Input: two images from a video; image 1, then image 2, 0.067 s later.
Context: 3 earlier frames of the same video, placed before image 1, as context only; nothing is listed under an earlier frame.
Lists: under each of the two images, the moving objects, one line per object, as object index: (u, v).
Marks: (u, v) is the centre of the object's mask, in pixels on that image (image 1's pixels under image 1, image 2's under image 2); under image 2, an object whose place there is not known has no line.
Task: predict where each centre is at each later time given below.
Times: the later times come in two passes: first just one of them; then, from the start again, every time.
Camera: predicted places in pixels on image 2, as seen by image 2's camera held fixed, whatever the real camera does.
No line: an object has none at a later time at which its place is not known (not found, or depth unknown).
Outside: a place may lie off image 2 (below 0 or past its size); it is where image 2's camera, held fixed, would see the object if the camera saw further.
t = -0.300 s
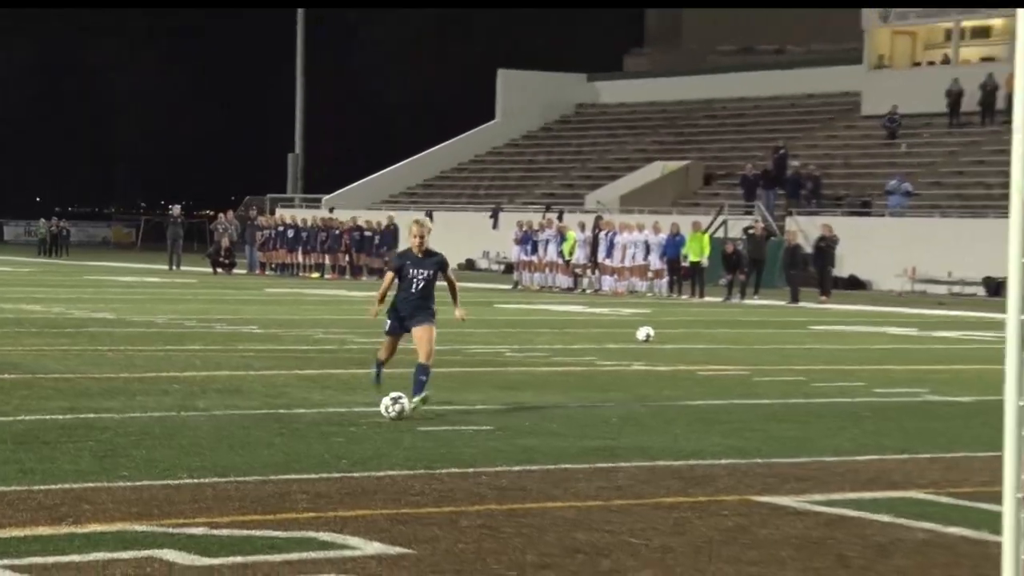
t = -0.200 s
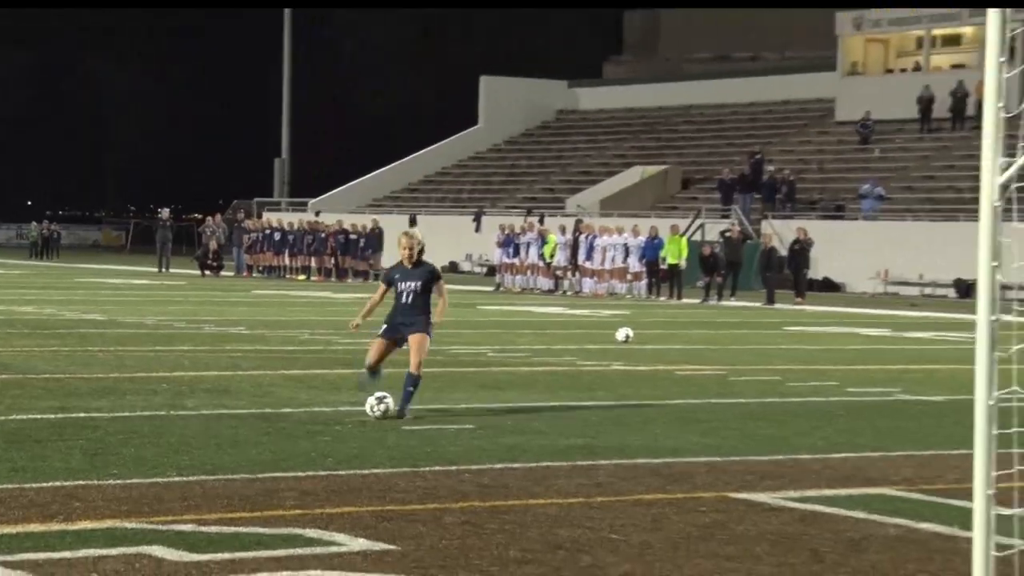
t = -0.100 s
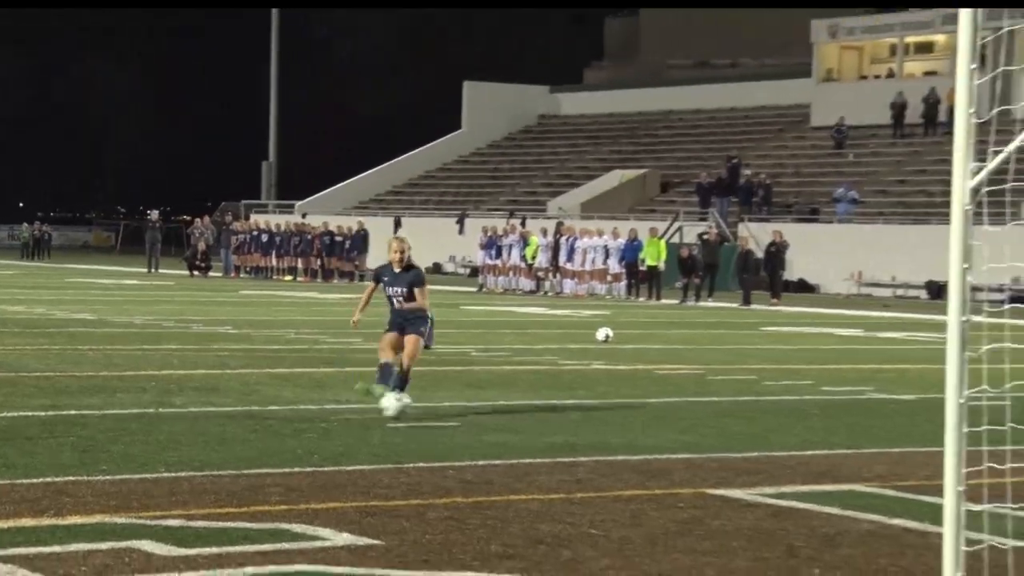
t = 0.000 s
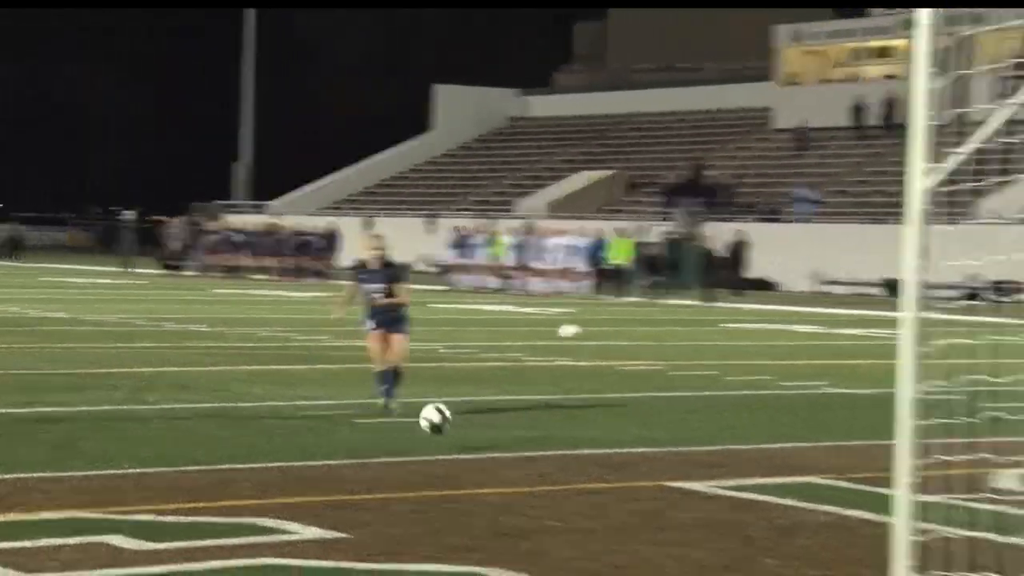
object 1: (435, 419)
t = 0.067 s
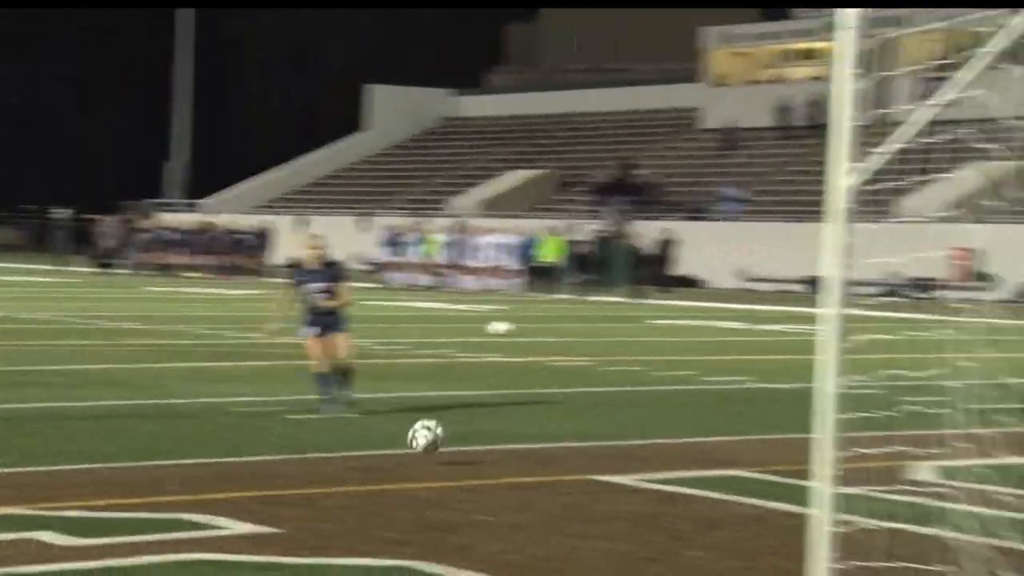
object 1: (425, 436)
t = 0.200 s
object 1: (574, 484)
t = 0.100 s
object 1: (459, 452)
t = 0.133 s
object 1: (495, 470)
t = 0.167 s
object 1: (532, 477)
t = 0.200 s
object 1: (574, 484)
